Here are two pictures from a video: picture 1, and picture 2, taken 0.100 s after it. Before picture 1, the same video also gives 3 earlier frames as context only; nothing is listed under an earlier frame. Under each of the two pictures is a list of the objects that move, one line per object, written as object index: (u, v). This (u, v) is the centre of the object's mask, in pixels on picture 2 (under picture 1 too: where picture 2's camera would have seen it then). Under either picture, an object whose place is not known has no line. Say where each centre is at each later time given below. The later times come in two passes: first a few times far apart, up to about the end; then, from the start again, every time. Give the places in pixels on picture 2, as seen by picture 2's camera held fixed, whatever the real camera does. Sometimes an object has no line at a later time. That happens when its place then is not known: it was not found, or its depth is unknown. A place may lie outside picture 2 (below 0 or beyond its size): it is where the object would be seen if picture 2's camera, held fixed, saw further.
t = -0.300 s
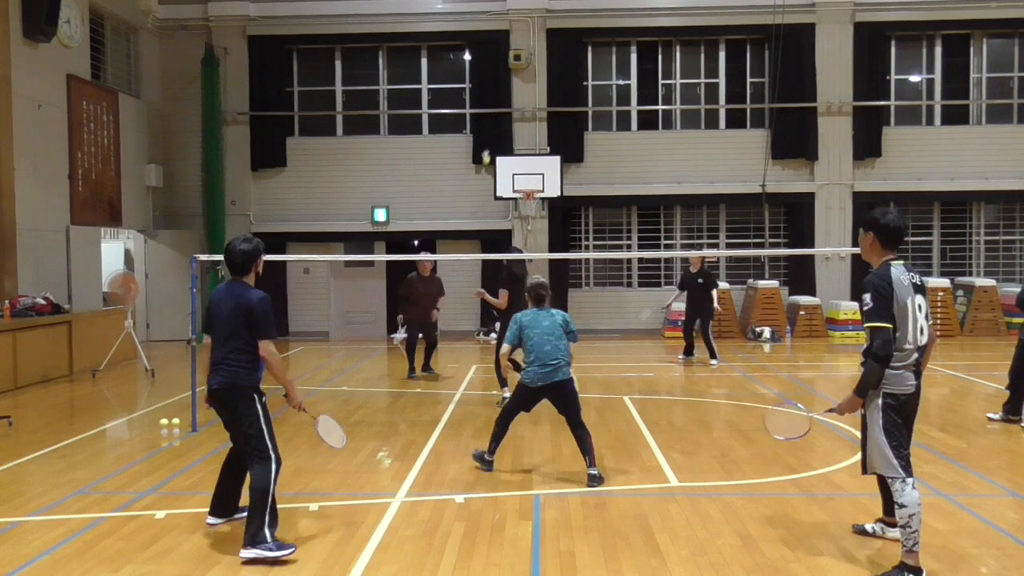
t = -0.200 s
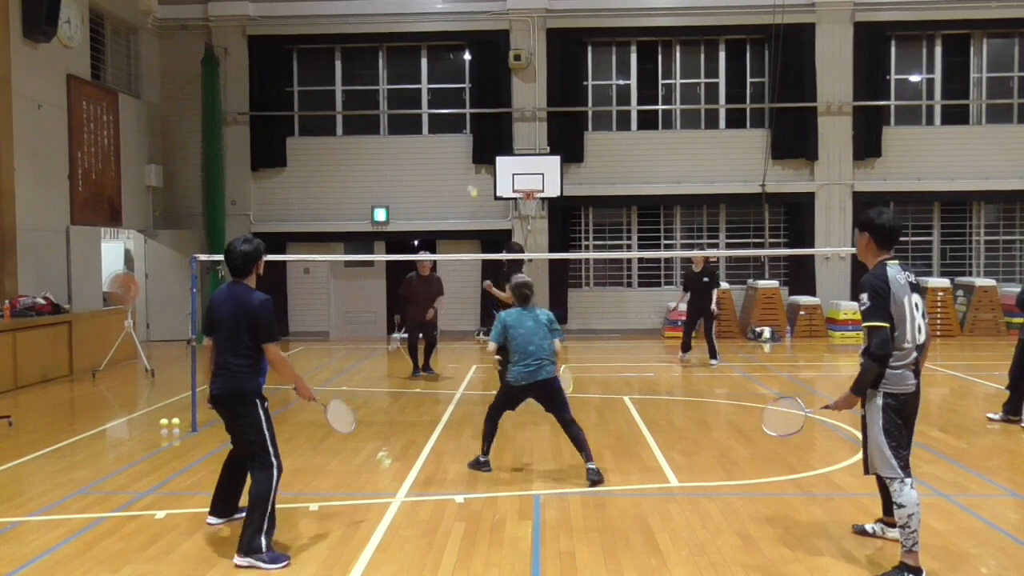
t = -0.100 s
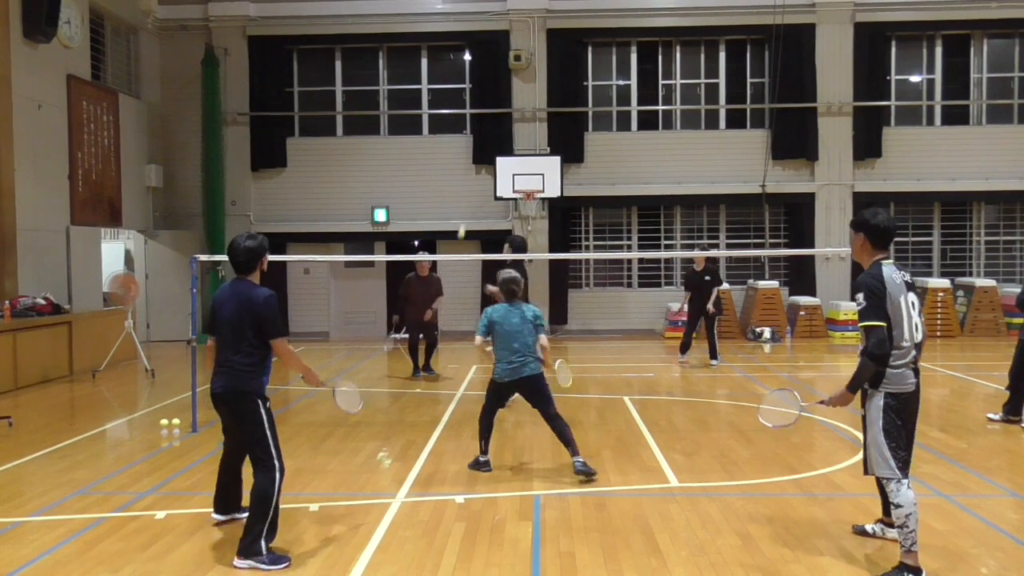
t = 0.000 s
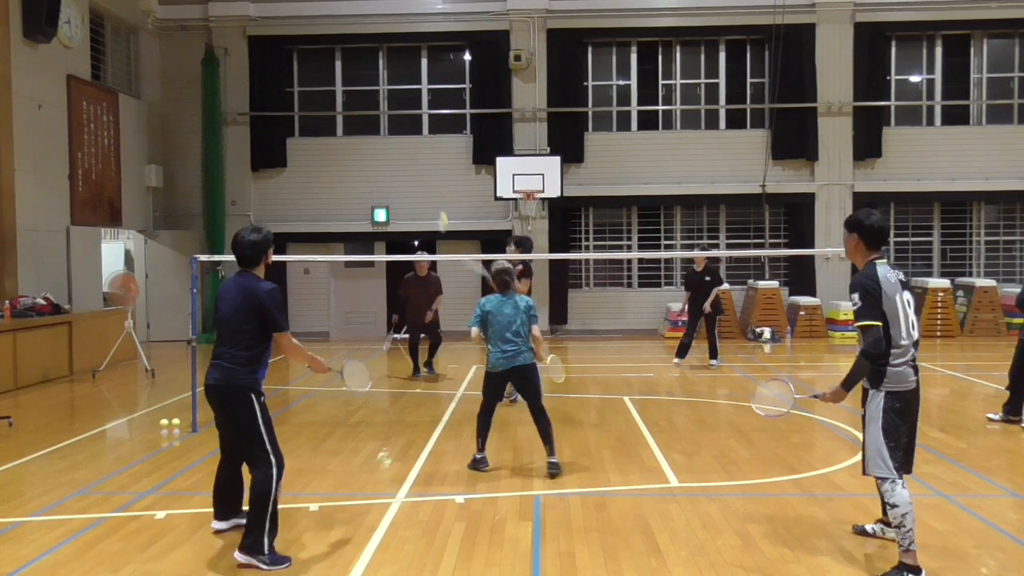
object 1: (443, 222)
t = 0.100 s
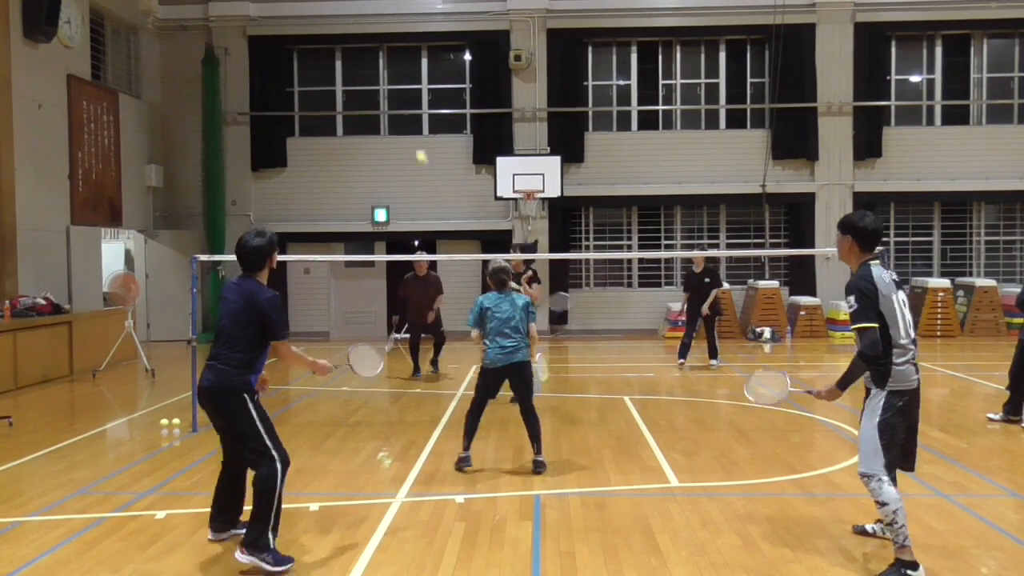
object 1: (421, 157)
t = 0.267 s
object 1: (384, 83)
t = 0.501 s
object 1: (332, 45)
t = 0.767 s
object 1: (263, 133)
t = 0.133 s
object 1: (414, 138)
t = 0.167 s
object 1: (406, 124)
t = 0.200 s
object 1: (399, 110)
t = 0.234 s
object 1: (392, 95)
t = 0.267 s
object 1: (384, 83)
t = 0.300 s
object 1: (377, 72)
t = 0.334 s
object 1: (370, 63)
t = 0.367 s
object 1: (364, 60)
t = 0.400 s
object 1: (356, 54)
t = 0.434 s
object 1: (349, 48)
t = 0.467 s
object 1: (340, 45)
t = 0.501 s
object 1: (332, 45)
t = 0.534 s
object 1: (324, 47)
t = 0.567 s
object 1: (315, 51)
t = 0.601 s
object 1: (306, 59)
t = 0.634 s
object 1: (298, 69)
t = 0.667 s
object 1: (289, 82)
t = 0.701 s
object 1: (281, 97)
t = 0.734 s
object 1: (272, 114)
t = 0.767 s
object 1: (263, 133)
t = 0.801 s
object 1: (254, 154)
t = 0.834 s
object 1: (244, 178)
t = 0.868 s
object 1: (233, 205)
